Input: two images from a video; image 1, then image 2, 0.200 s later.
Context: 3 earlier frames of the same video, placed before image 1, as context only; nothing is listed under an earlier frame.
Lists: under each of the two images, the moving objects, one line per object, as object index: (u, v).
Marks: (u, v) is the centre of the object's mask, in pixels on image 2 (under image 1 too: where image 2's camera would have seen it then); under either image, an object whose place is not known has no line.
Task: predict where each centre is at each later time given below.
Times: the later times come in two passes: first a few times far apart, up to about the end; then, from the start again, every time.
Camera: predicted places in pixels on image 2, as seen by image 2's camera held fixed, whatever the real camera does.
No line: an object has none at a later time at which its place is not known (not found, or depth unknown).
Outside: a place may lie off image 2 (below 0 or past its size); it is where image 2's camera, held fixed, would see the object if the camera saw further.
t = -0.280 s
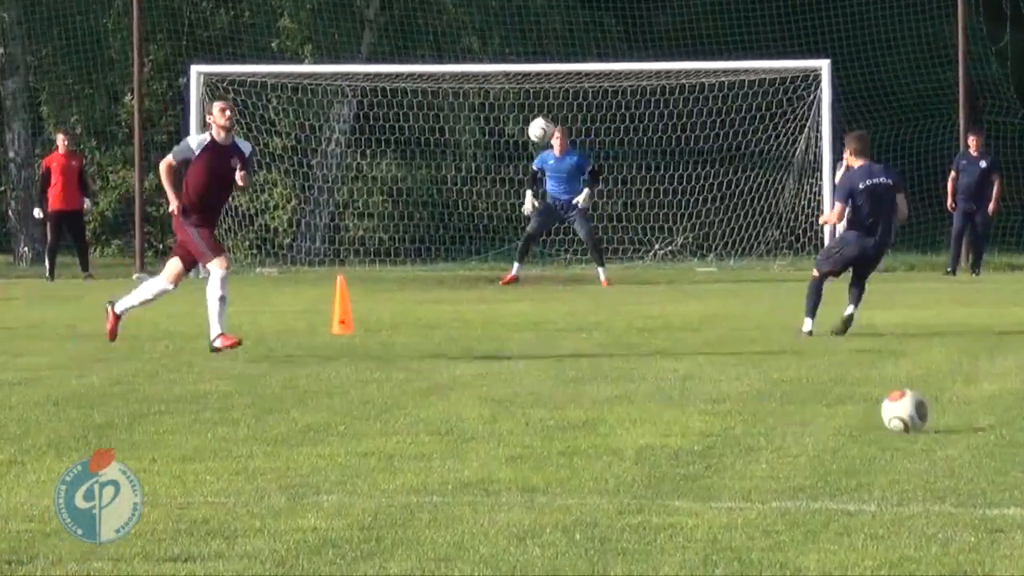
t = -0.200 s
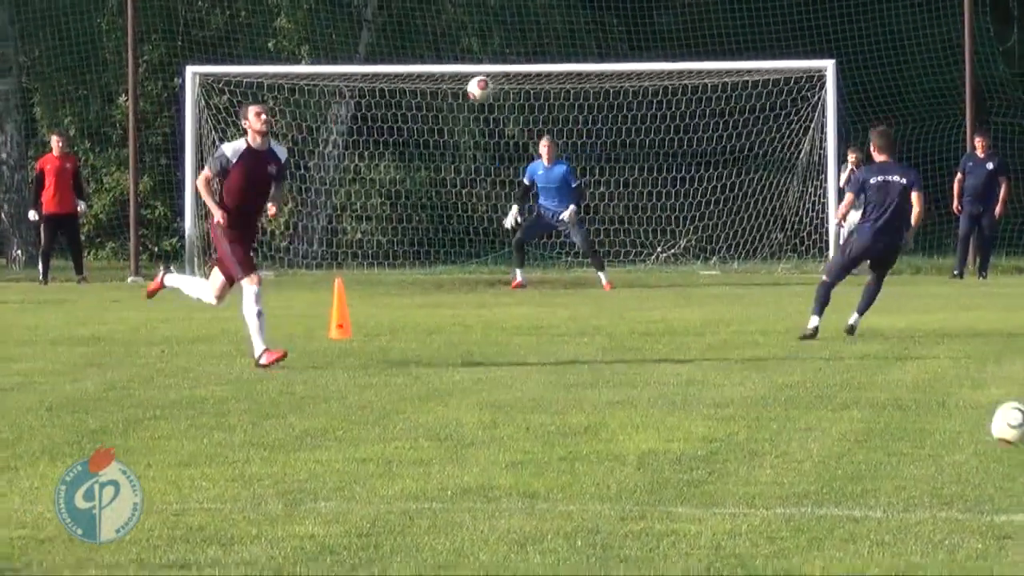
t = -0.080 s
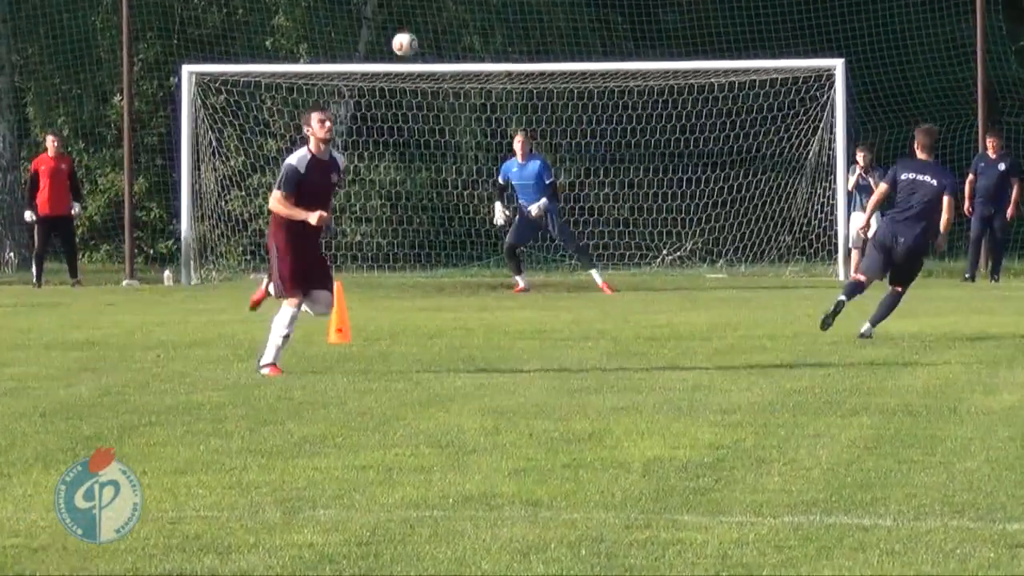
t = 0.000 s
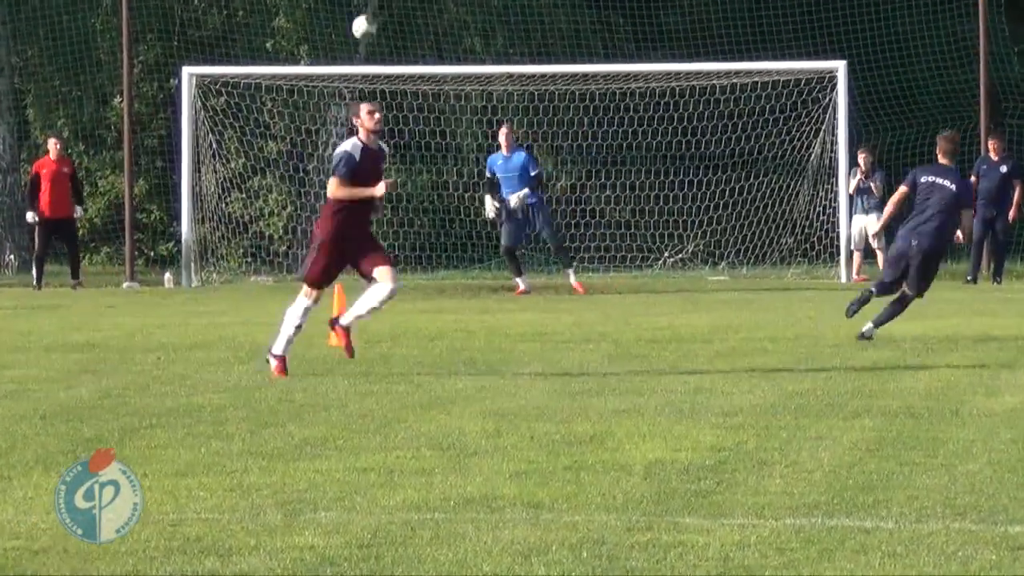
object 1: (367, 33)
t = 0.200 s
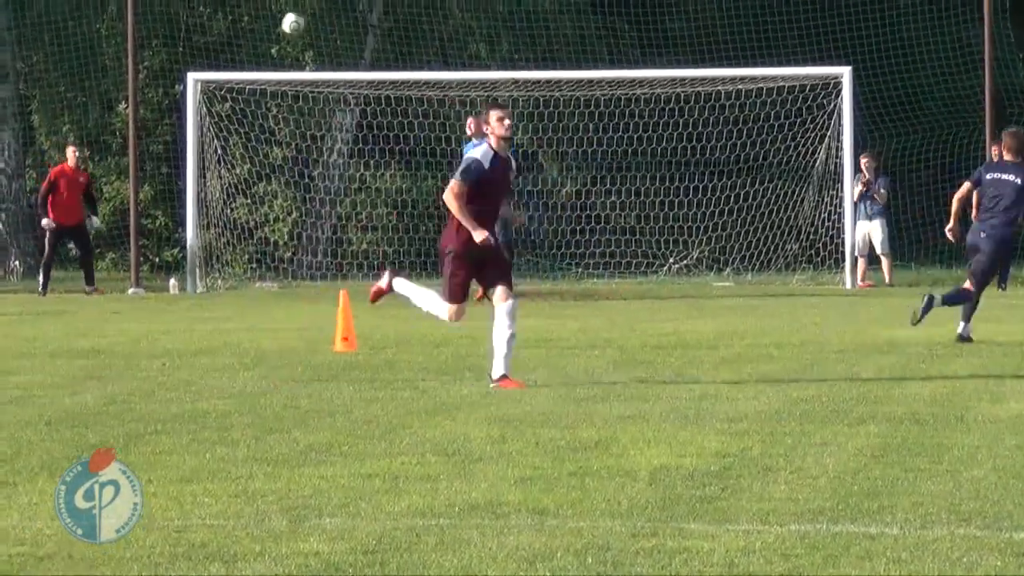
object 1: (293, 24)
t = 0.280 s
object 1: (270, 31)
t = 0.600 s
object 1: (212, 118)
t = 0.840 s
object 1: (220, 196)
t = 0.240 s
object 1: (281, 27)
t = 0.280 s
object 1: (270, 31)
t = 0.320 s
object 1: (261, 37)
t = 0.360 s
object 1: (252, 45)
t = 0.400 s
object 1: (244, 55)
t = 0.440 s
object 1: (237, 65)
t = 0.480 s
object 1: (230, 76)
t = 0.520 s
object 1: (224, 89)
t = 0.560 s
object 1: (219, 103)
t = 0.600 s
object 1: (212, 118)
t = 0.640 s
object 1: (209, 137)
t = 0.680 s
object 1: (206, 151)
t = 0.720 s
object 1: (206, 159)
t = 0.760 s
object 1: (209, 167)
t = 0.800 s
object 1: (211, 180)
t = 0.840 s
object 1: (220, 196)
